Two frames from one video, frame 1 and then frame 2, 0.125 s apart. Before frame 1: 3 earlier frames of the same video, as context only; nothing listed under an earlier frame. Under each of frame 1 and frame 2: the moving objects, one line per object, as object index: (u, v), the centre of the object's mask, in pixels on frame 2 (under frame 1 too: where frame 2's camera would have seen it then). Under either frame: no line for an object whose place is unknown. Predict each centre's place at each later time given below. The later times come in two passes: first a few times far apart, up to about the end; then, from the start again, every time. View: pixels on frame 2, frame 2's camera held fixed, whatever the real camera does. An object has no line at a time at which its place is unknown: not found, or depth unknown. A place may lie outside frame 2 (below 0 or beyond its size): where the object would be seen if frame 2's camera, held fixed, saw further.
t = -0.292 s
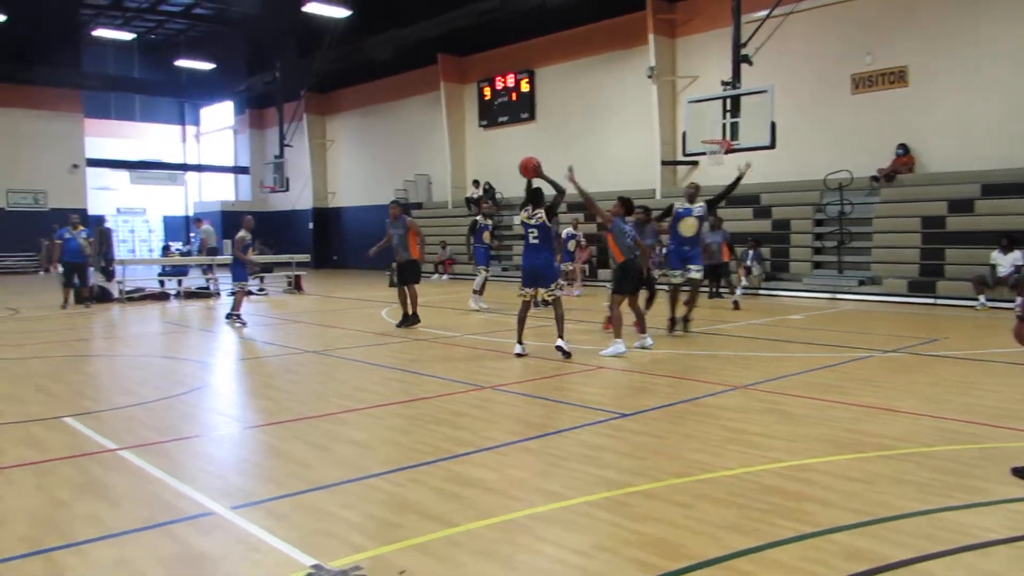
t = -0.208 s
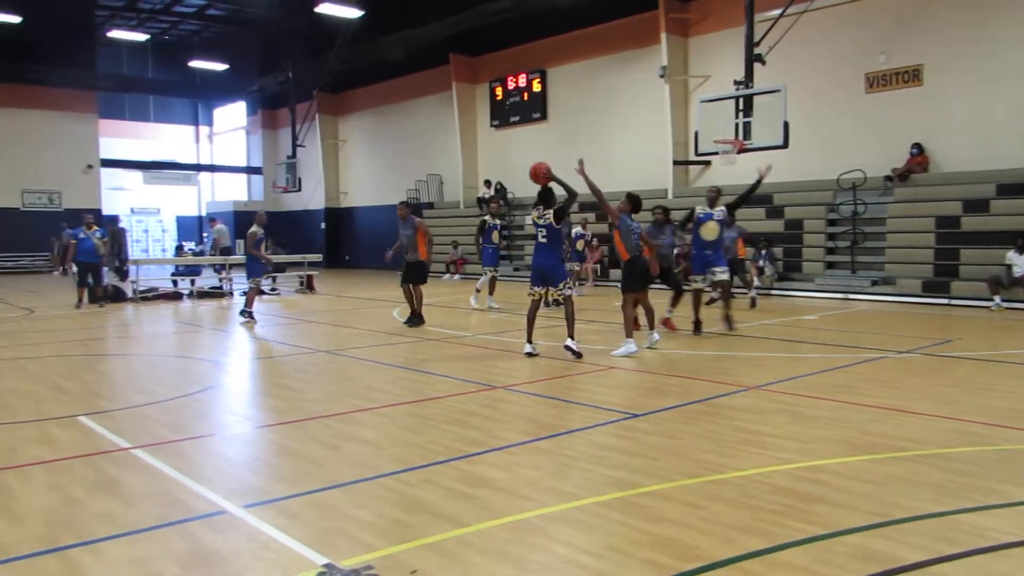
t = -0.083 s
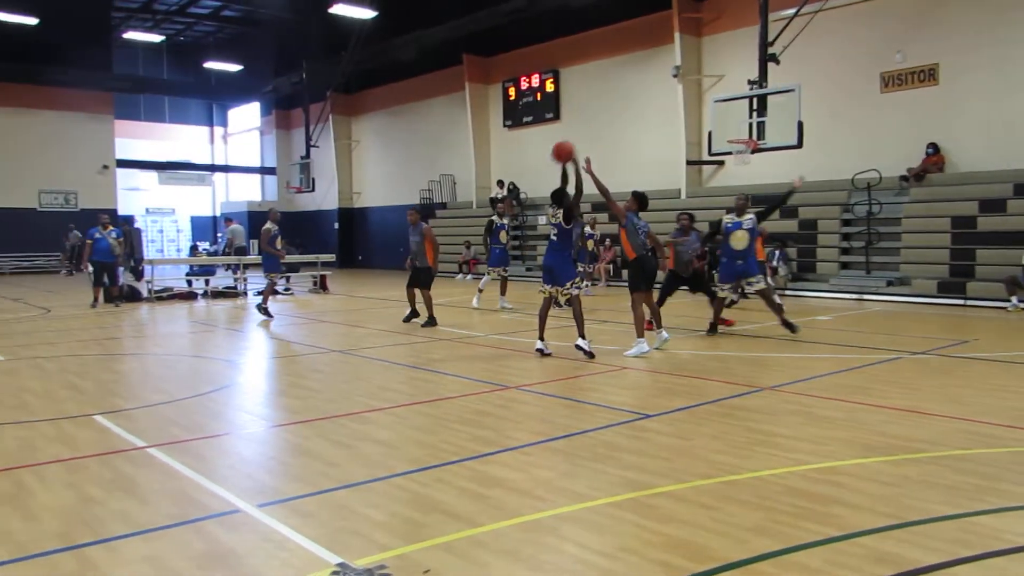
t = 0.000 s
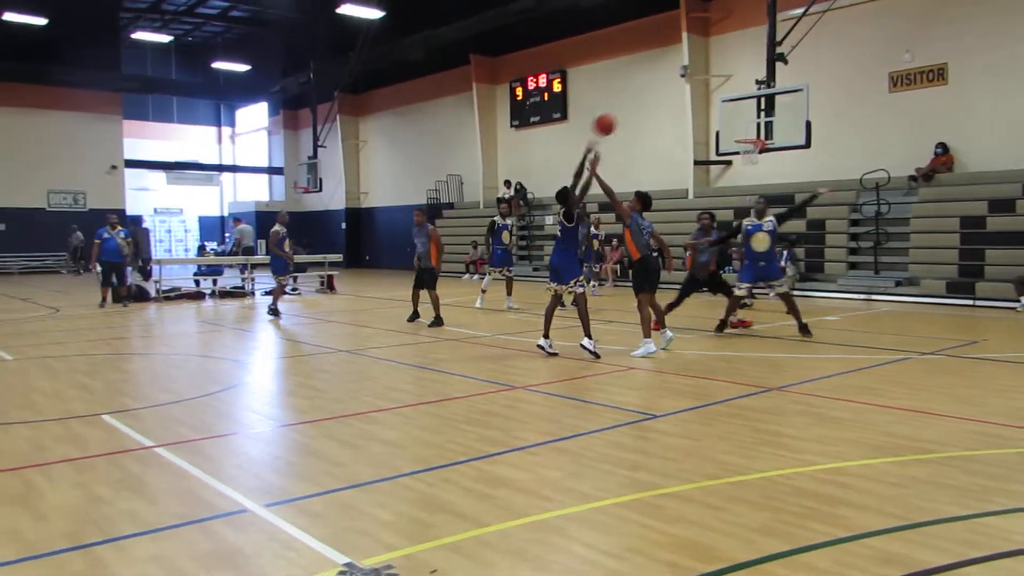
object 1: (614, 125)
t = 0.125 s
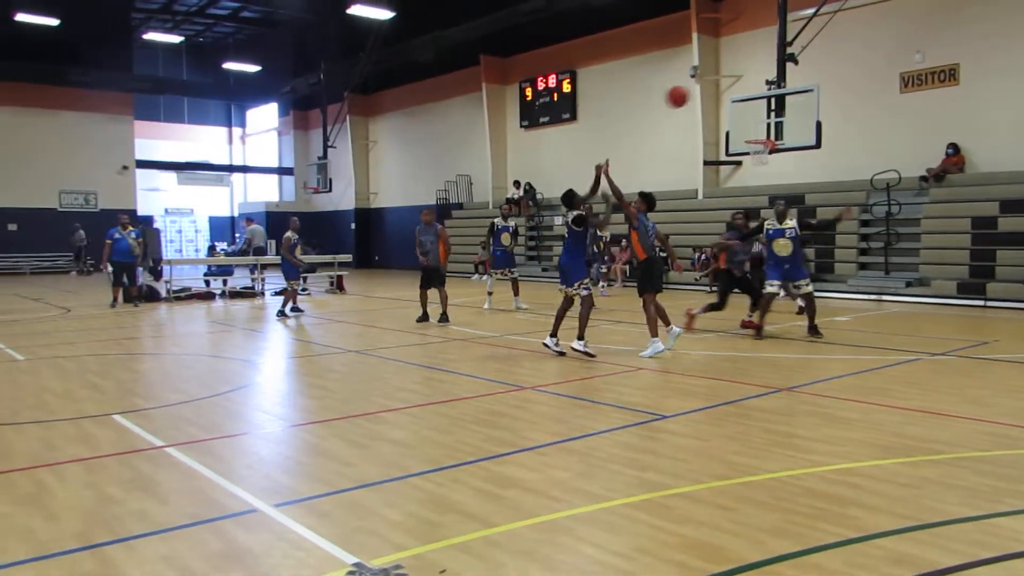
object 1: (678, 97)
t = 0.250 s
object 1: (739, 83)
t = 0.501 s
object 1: (859, 101)
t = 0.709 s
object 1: (950, 155)
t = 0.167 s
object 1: (698, 91)
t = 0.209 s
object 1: (719, 86)
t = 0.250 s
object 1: (739, 83)
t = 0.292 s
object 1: (760, 82)
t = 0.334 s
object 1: (780, 83)
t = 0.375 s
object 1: (801, 85)
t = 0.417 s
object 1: (820, 89)
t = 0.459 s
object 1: (840, 94)
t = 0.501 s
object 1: (859, 101)
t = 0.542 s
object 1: (877, 109)
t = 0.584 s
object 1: (896, 118)
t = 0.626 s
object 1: (914, 130)
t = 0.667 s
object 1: (932, 142)
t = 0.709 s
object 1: (950, 155)
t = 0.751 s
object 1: (968, 171)
